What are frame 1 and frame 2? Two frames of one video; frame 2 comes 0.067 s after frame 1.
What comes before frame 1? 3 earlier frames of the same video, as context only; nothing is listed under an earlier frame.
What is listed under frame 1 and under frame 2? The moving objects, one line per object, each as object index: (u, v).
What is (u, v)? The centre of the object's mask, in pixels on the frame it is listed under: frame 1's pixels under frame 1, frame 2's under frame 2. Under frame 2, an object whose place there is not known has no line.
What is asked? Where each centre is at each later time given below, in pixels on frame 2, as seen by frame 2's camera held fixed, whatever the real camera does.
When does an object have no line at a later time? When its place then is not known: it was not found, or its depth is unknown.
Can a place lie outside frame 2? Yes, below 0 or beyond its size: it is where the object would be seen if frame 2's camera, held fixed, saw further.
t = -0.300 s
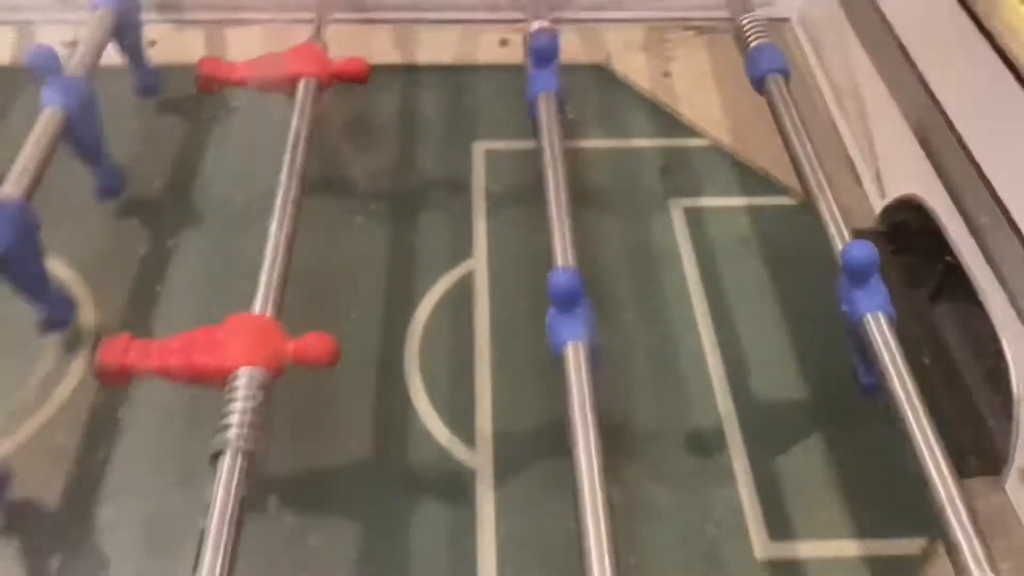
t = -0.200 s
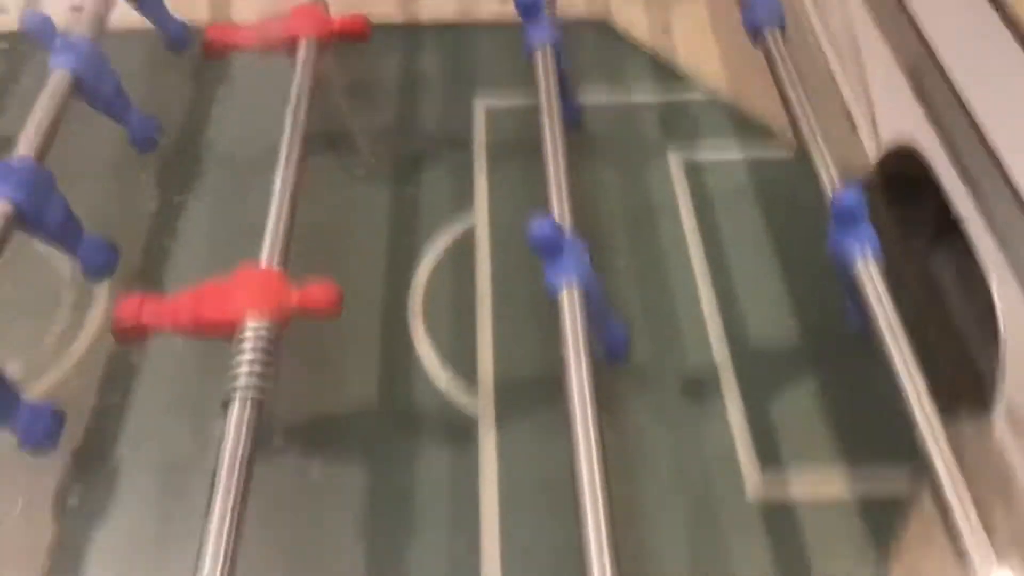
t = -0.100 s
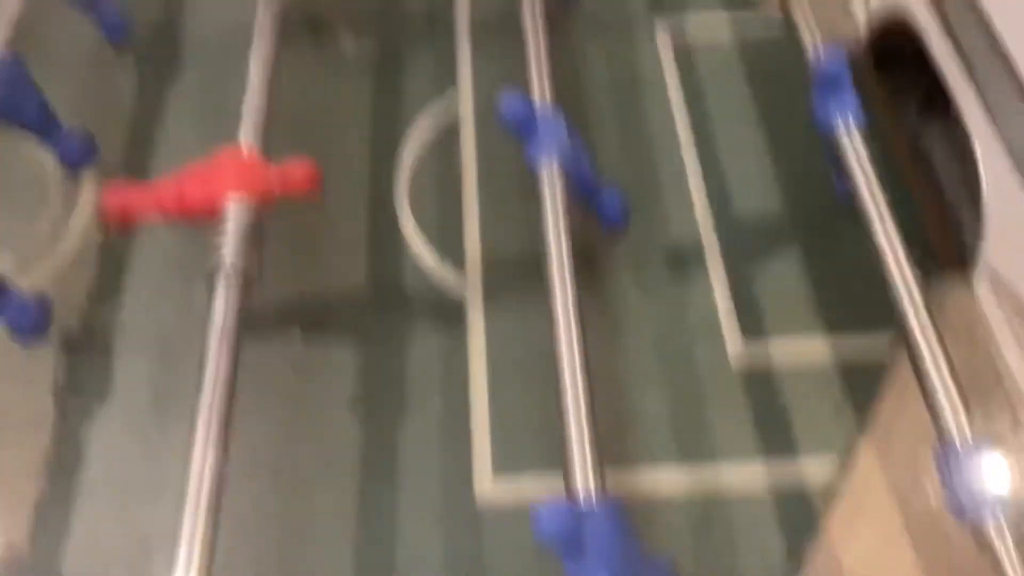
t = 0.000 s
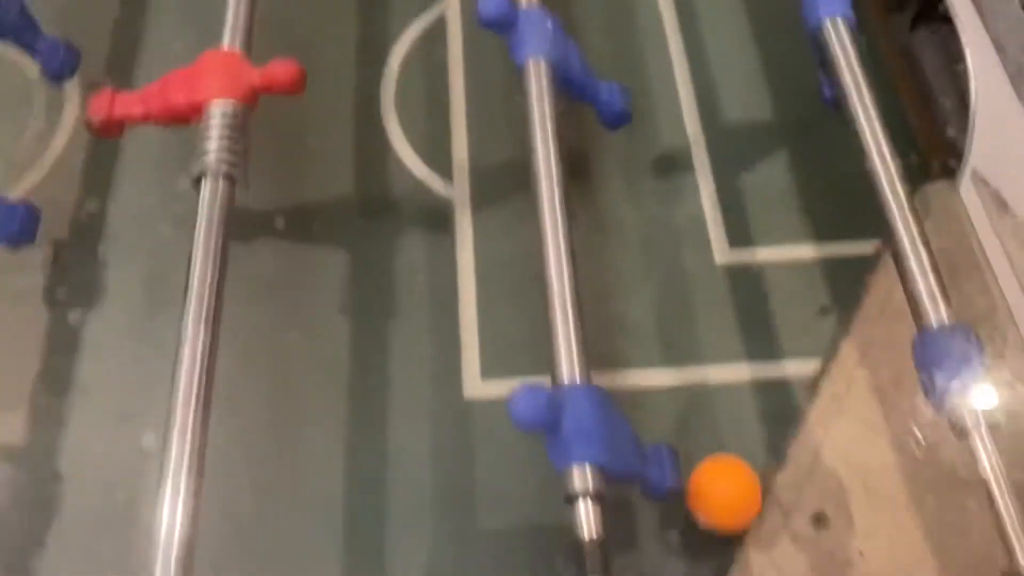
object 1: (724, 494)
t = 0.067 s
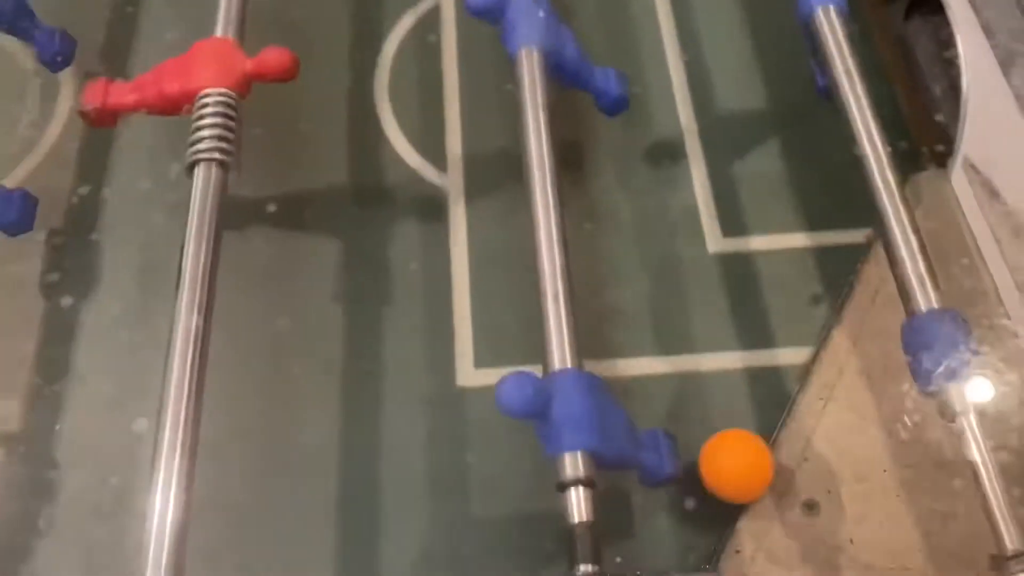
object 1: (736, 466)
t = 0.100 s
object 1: (747, 459)
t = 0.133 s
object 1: (756, 452)
